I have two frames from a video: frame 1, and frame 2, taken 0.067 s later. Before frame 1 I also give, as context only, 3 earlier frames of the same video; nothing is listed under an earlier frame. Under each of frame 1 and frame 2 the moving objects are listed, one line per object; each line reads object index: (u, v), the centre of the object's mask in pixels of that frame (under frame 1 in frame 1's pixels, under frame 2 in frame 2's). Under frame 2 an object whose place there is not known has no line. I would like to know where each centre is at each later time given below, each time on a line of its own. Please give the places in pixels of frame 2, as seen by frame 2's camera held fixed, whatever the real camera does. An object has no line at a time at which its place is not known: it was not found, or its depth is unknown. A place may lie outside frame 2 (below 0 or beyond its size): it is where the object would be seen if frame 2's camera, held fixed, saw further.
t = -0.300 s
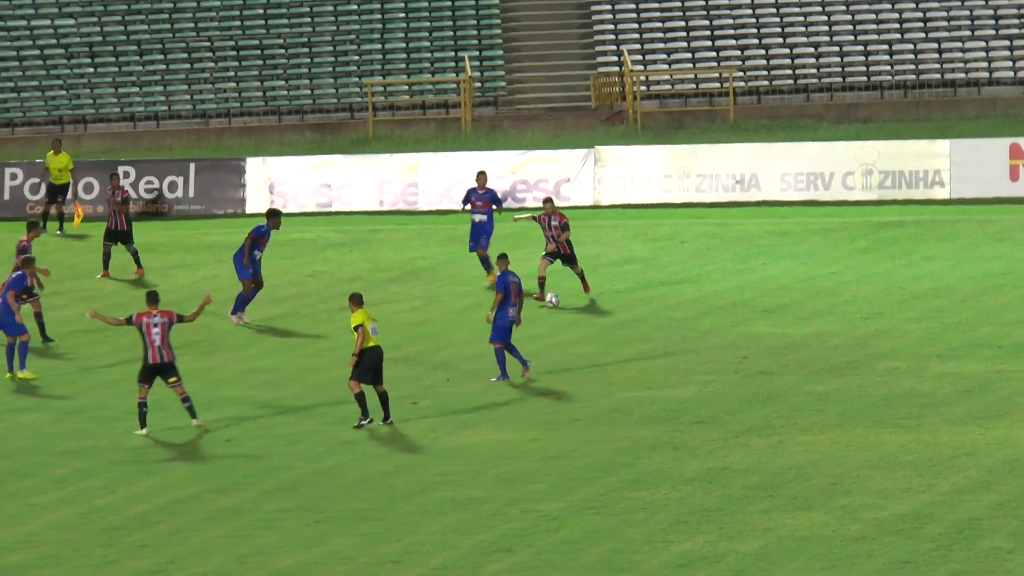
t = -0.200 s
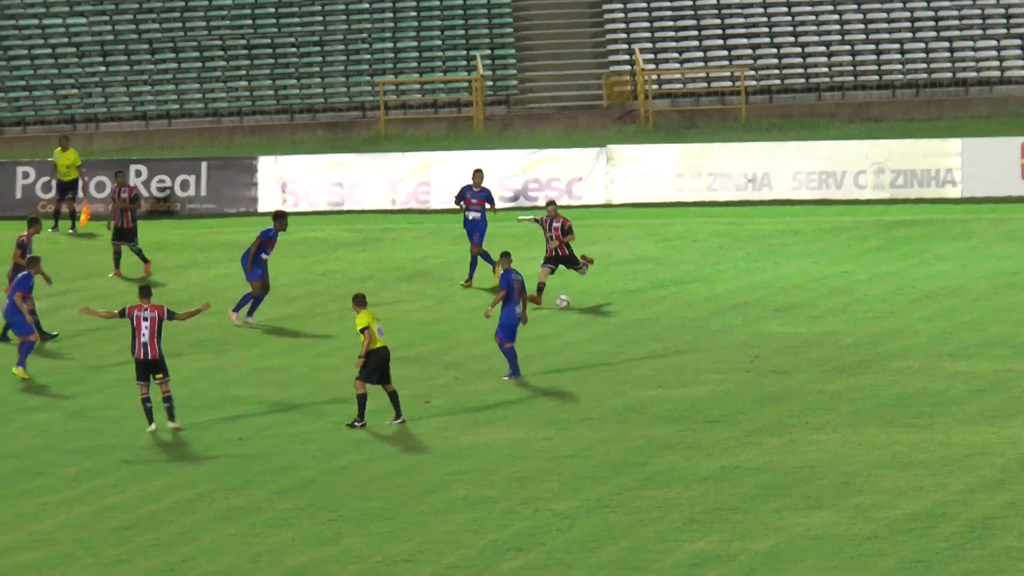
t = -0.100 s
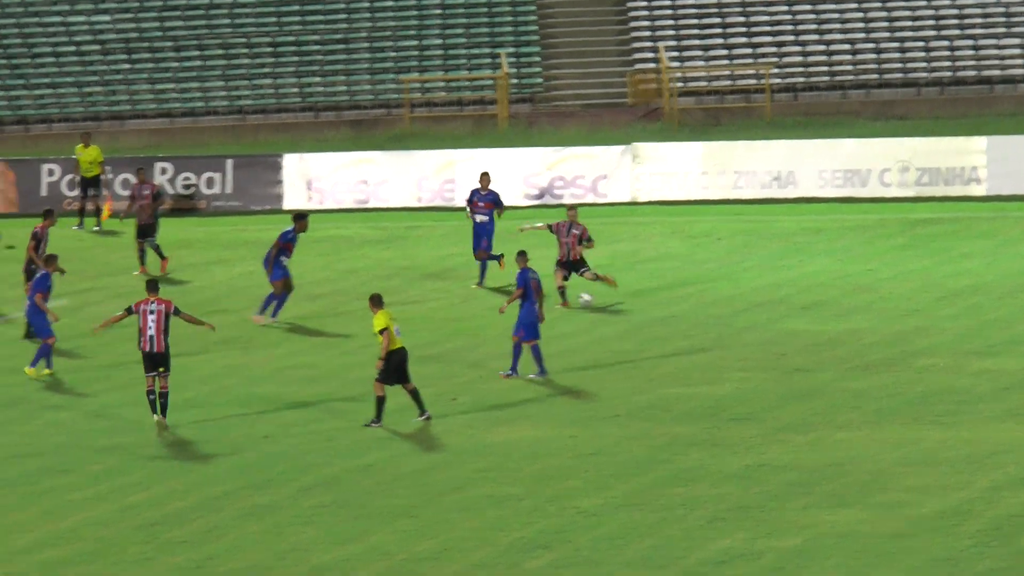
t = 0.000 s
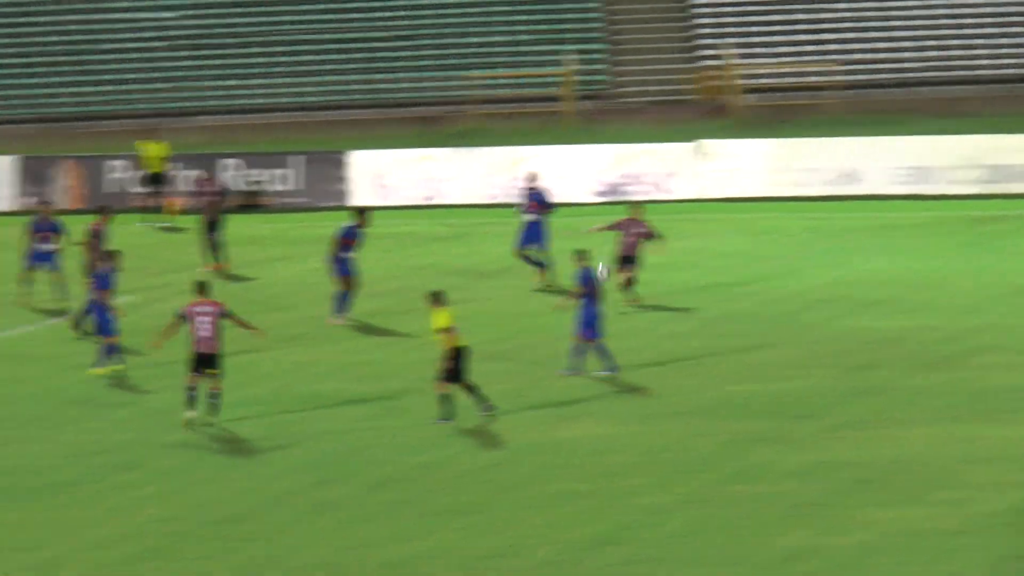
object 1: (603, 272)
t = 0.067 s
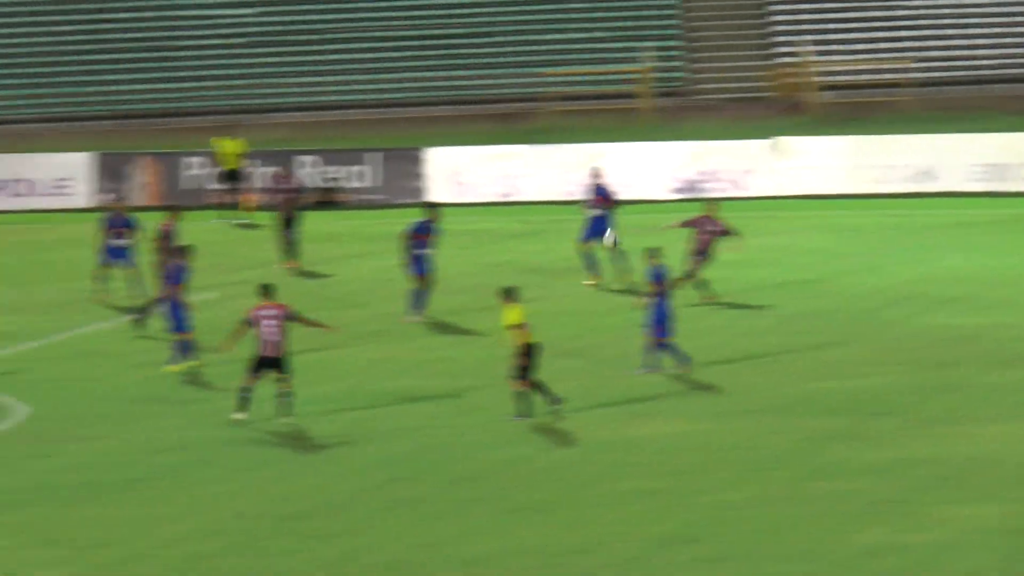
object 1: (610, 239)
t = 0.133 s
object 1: (547, 209)
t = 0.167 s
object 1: (515, 195)
